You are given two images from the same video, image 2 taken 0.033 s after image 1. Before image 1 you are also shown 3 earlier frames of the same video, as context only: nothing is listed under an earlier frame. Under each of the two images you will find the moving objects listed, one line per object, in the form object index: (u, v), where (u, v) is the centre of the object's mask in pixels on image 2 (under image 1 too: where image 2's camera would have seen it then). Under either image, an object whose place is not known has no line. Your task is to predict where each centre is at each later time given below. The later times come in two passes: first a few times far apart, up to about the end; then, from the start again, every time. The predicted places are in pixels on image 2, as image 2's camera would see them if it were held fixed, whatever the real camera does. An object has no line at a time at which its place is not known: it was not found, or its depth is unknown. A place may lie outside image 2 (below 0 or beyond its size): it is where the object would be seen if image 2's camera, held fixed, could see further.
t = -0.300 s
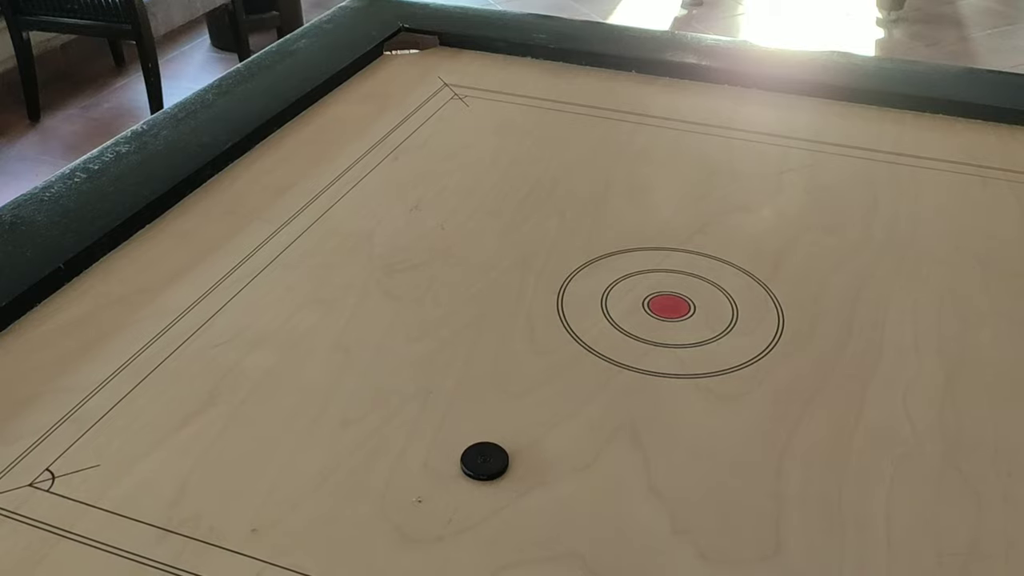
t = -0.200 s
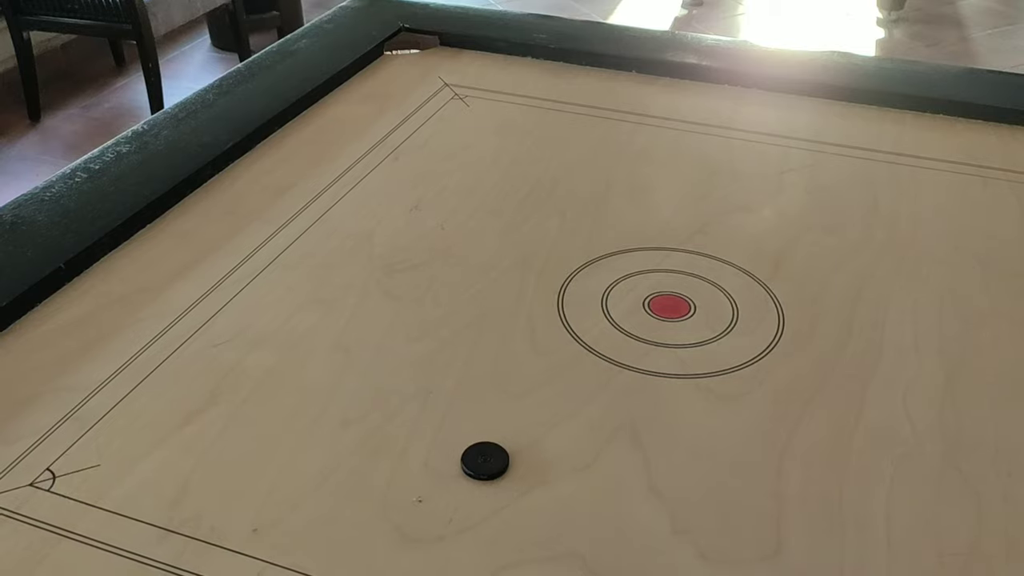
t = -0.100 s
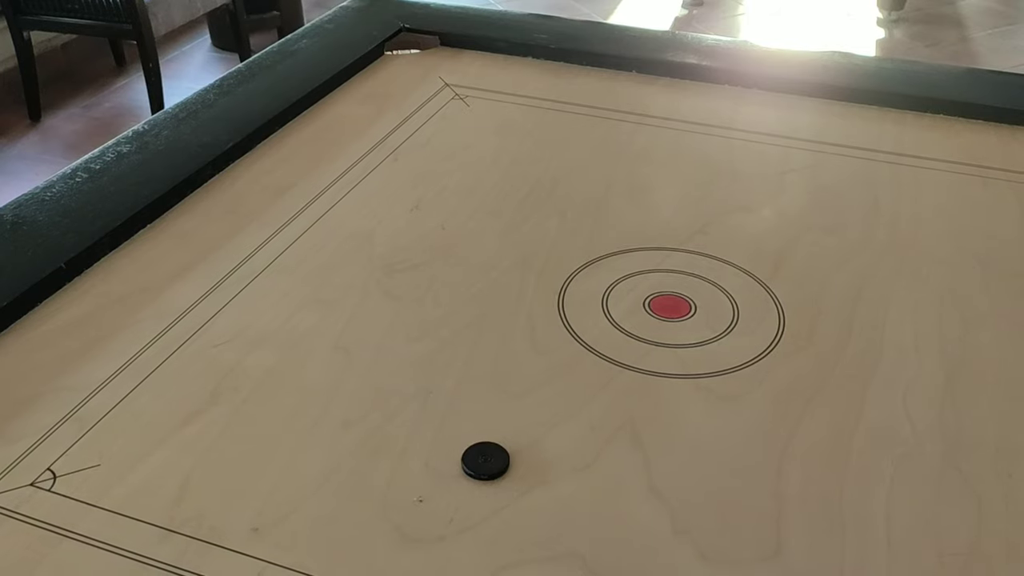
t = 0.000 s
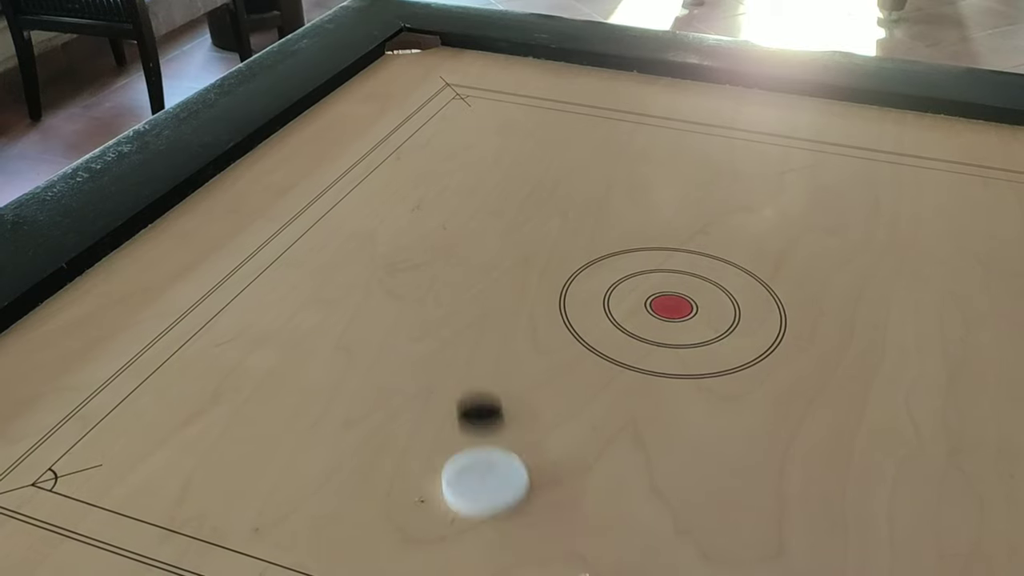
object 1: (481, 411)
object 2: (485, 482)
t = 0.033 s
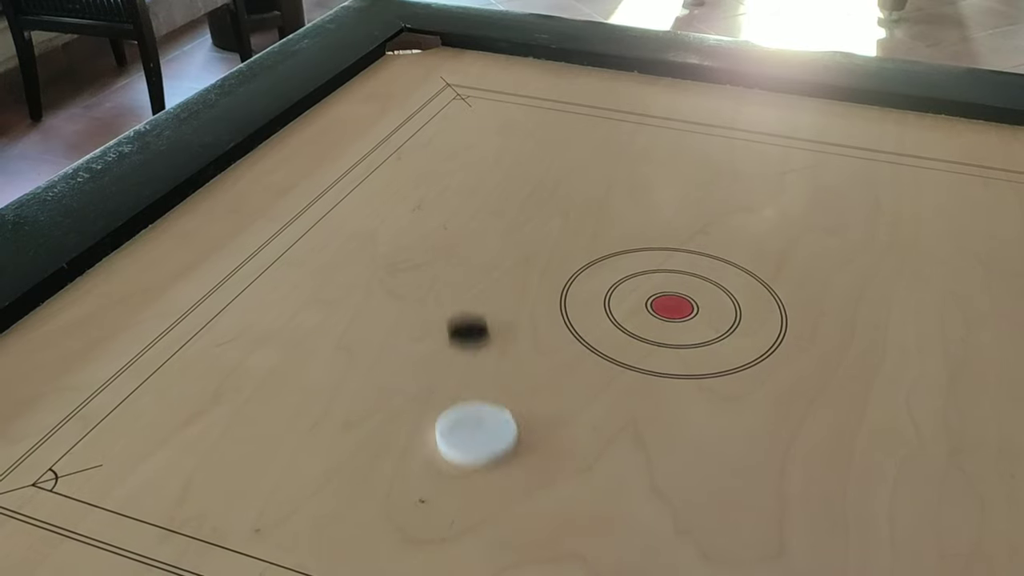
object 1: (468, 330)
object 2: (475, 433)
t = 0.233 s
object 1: (430, 64)
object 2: (440, 229)
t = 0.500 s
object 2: (422, 78)
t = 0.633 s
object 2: (407, 45)
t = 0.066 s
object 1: (458, 264)
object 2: (467, 390)
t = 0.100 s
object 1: (450, 212)
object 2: (460, 351)
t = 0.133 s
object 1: (444, 166)
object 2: (454, 316)
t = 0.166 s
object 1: (438, 127)
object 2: (449, 284)
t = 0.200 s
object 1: (434, 94)
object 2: (444, 255)
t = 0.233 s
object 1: (430, 64)
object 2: (440, 229)
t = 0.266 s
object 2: (436, 204)
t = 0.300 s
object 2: (432, 182)
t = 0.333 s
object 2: (430, 161)
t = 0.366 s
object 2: (427, 143)
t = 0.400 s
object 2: (426, 125)
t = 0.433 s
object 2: (424, 108)
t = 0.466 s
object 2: (422, 93)
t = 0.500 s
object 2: (422, 78)
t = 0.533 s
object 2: (421, 65)
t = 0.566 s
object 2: (420, 52)
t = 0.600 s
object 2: (417, 44)
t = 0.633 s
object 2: (407, 45)
